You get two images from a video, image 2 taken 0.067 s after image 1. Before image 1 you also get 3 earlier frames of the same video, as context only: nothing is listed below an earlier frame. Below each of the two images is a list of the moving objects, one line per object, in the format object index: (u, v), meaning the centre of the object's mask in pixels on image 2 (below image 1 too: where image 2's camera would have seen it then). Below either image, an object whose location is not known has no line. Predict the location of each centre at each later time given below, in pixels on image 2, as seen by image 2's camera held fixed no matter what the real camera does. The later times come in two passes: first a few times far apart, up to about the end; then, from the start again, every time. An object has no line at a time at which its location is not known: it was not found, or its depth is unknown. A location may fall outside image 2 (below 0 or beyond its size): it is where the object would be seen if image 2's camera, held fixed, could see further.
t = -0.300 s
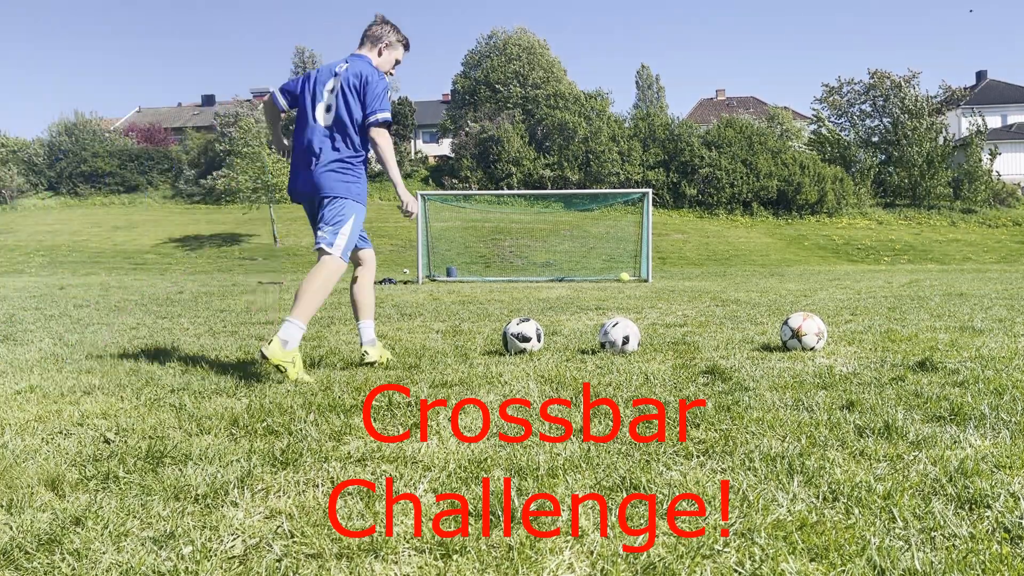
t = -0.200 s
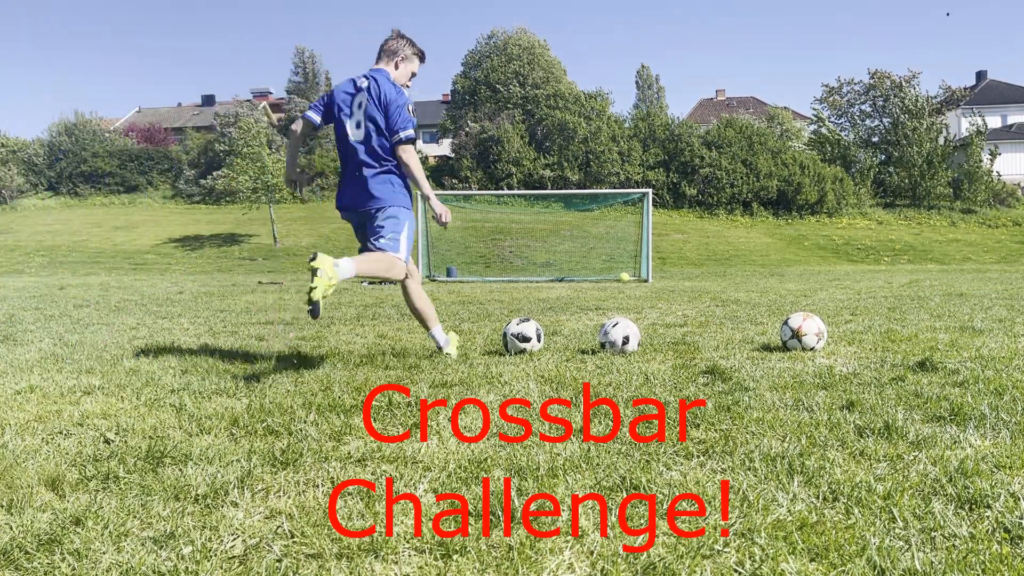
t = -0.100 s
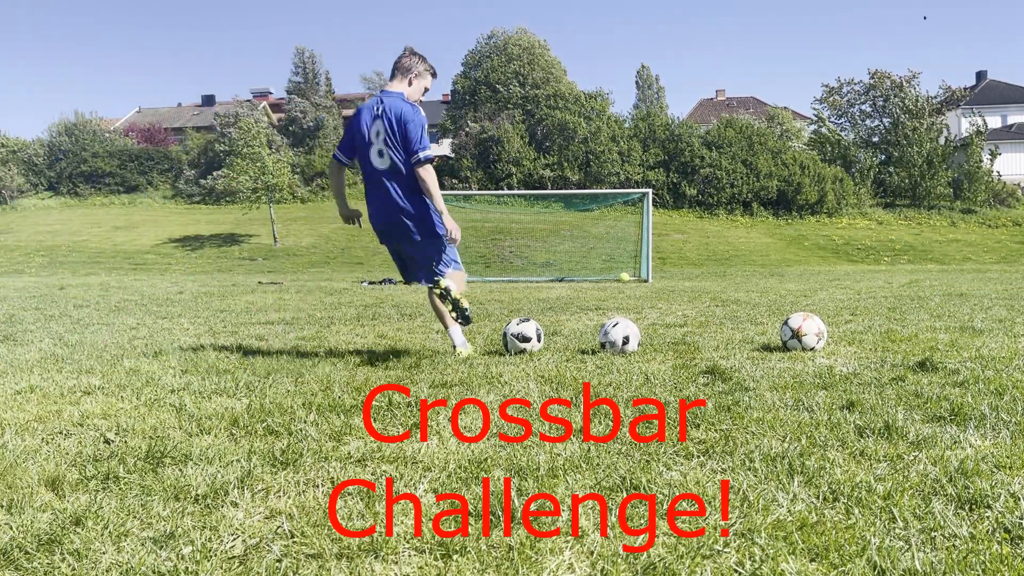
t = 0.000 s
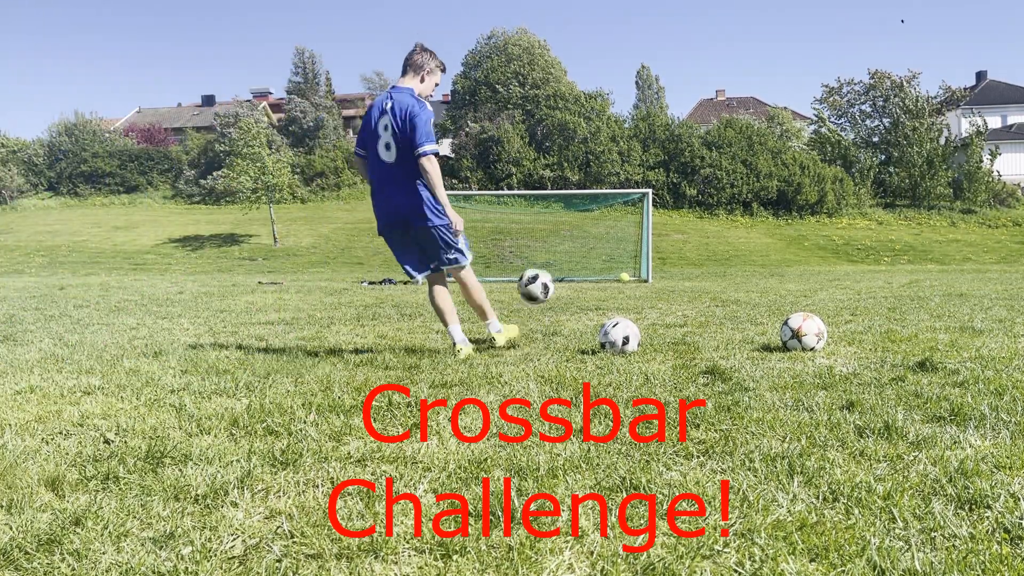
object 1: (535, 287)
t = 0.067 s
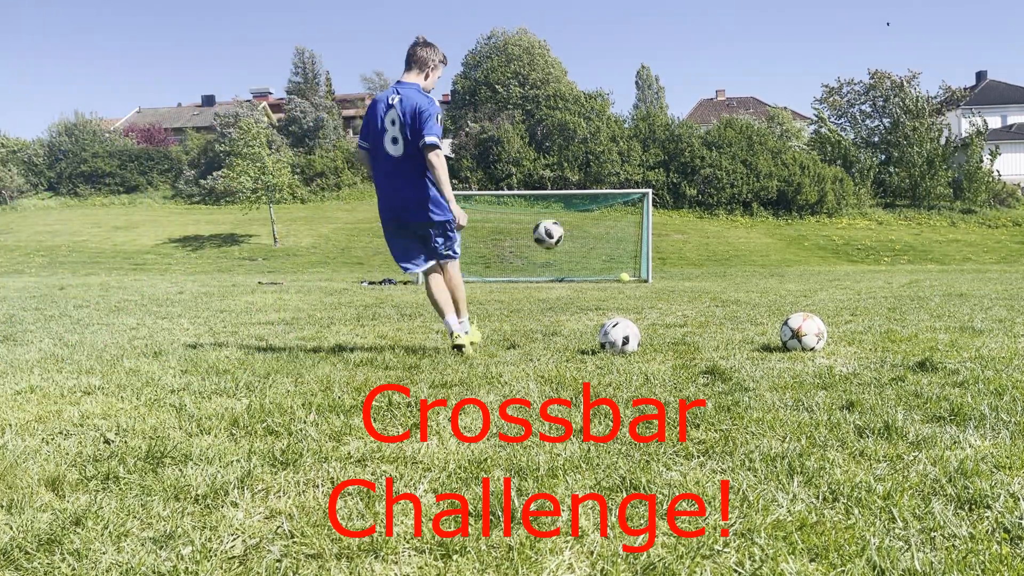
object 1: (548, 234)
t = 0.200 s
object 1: (561, 177)
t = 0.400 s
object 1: (566, 149)
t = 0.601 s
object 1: (566, 152)
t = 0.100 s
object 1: (552, 215)
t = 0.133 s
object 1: (556, 200)
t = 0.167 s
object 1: (558, 187)
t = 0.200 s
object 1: (561, 177)
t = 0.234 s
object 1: (562, 169)
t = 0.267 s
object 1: (564, 162)
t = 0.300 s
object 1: (564, 157)
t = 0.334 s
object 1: (565, 155)
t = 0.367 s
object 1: (566, 151)
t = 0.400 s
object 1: (566, 149)
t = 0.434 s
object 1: (566, 149)
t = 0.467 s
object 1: (567, 148)
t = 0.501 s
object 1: (567, 148)
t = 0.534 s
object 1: (567, 148)
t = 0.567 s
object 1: (567, 149)
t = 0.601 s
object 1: (566, 152)
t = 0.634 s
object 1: (567, 154)
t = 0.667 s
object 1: (567, 156)
